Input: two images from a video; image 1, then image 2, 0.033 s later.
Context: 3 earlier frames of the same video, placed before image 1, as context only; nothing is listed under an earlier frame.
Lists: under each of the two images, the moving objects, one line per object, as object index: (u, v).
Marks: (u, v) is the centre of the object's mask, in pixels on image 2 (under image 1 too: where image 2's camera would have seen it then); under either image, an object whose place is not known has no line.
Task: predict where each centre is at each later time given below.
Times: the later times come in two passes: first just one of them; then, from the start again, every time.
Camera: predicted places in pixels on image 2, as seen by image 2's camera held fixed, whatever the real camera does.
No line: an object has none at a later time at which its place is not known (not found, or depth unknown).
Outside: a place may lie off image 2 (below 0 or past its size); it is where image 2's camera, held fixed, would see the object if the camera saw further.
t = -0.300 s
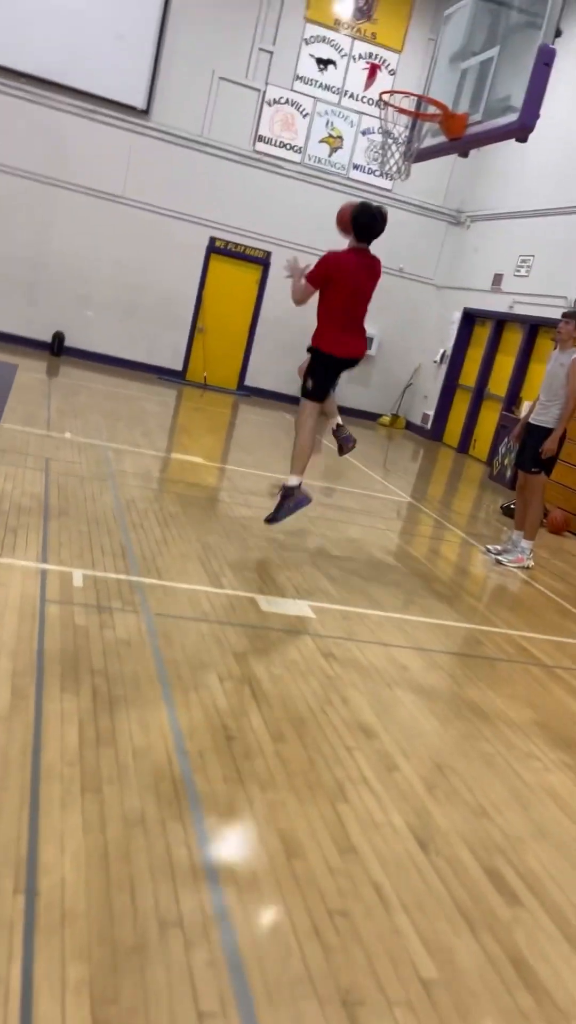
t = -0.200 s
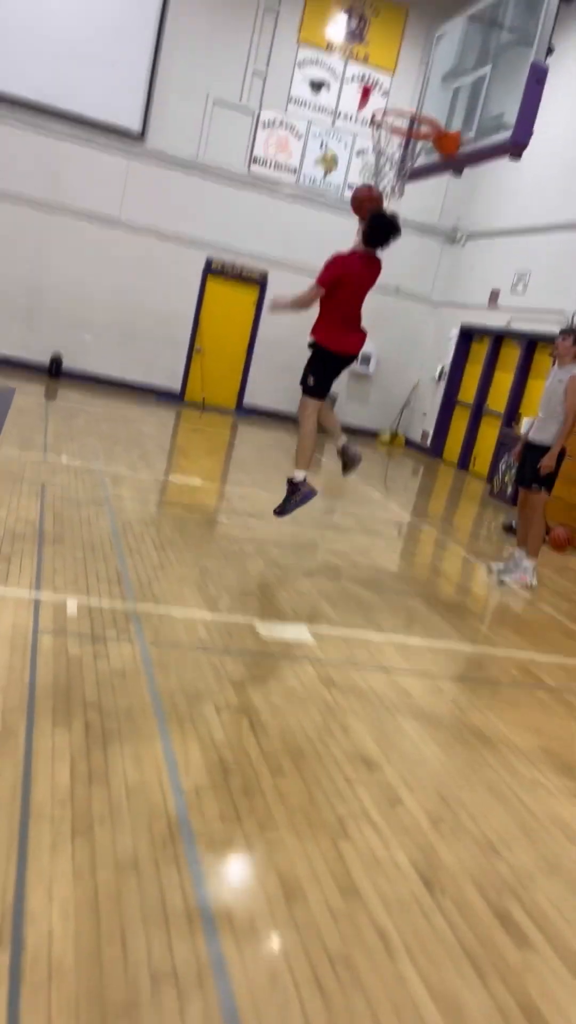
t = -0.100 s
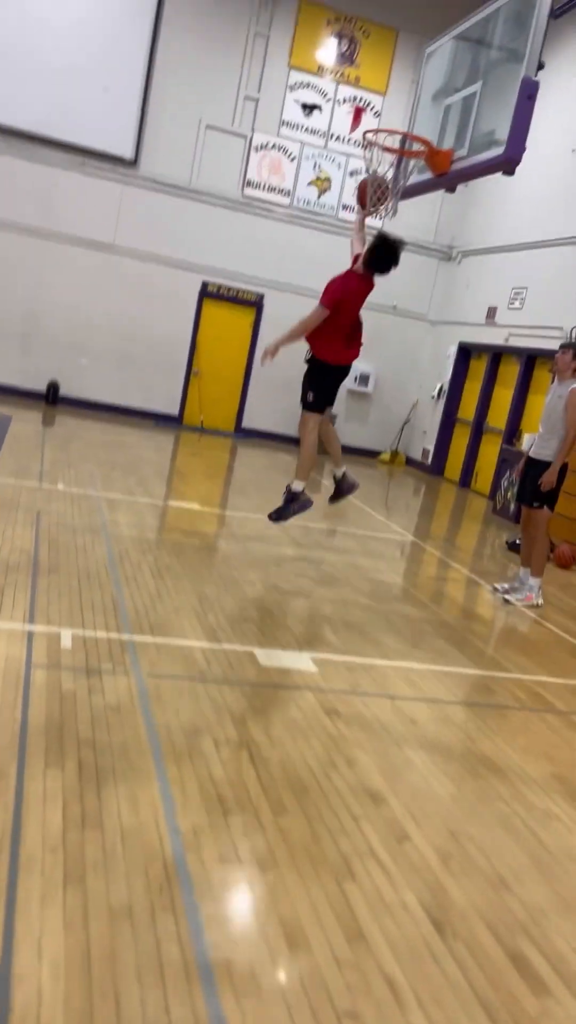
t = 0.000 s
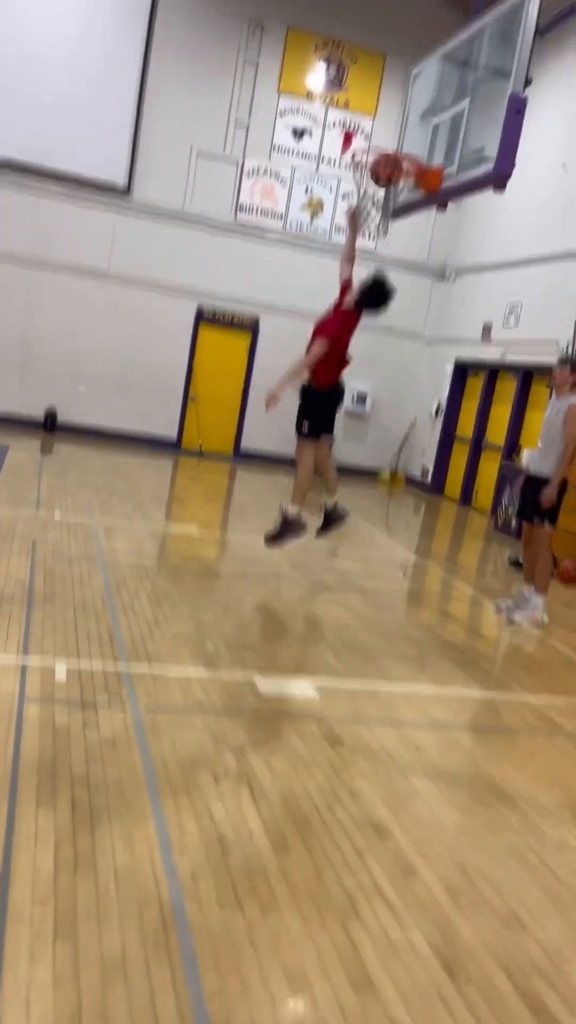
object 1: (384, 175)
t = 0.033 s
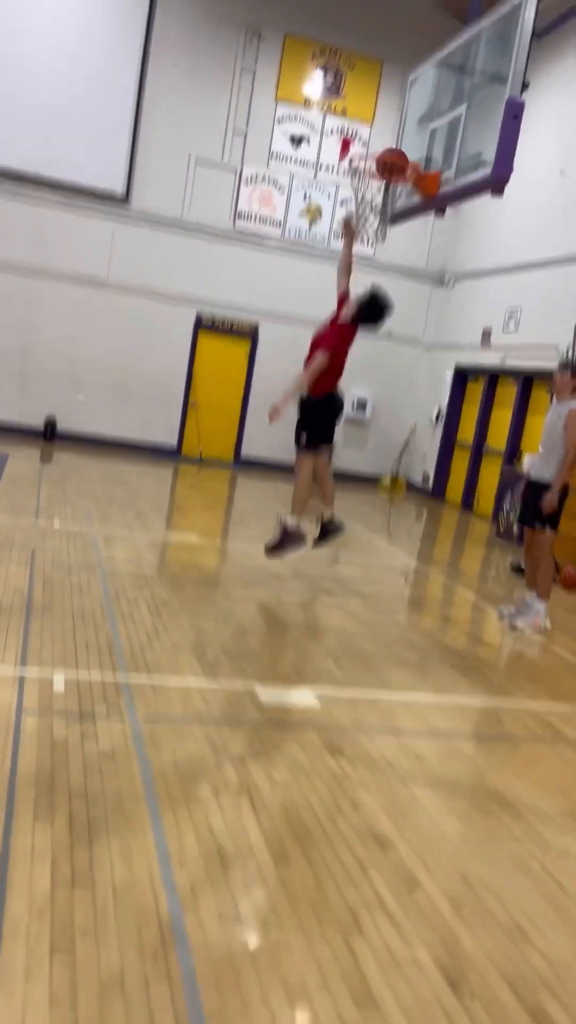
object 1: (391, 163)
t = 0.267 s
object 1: (385, 126)
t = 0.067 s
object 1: (397, 152)
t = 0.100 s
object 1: (396, 144)
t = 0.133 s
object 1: (394, 139)
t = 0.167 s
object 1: (392, 134)
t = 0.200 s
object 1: (390, 130)
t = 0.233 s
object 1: (388, 127)
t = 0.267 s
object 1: (385, 126)
